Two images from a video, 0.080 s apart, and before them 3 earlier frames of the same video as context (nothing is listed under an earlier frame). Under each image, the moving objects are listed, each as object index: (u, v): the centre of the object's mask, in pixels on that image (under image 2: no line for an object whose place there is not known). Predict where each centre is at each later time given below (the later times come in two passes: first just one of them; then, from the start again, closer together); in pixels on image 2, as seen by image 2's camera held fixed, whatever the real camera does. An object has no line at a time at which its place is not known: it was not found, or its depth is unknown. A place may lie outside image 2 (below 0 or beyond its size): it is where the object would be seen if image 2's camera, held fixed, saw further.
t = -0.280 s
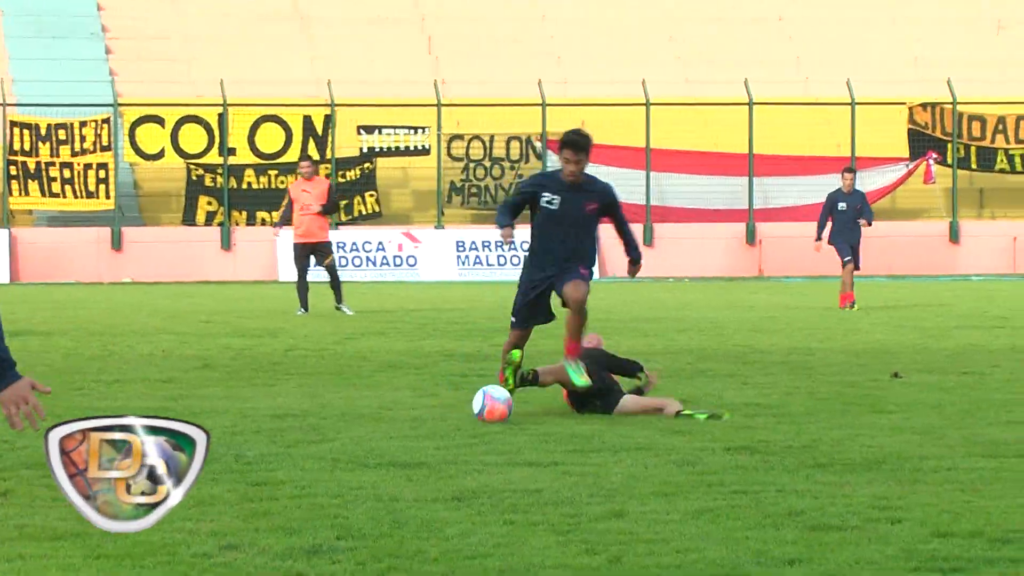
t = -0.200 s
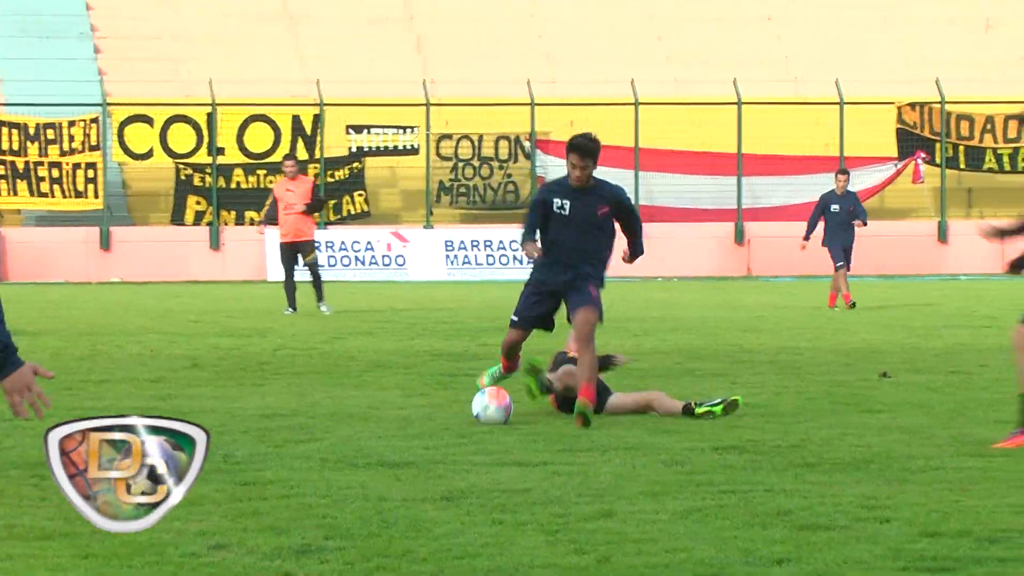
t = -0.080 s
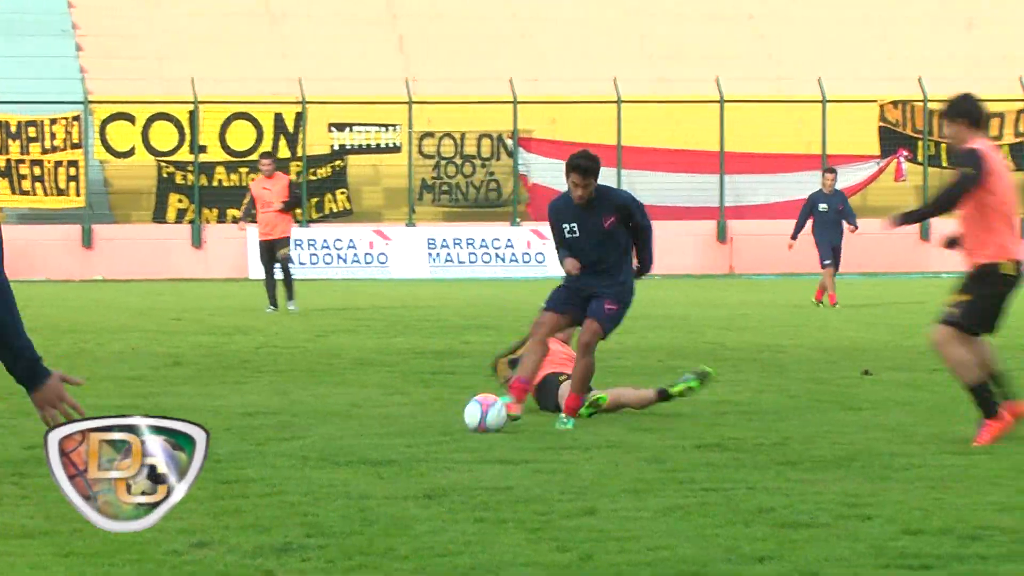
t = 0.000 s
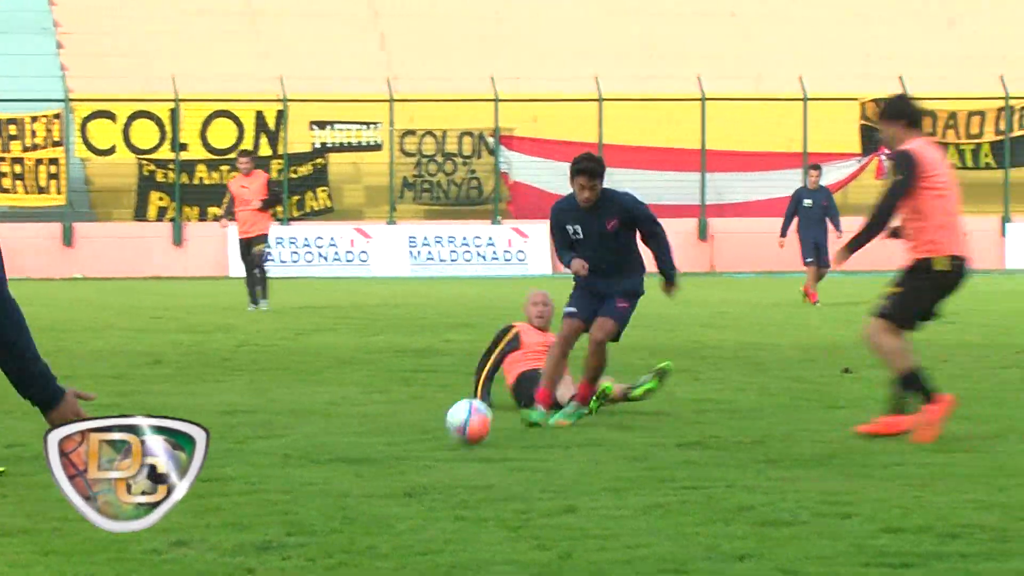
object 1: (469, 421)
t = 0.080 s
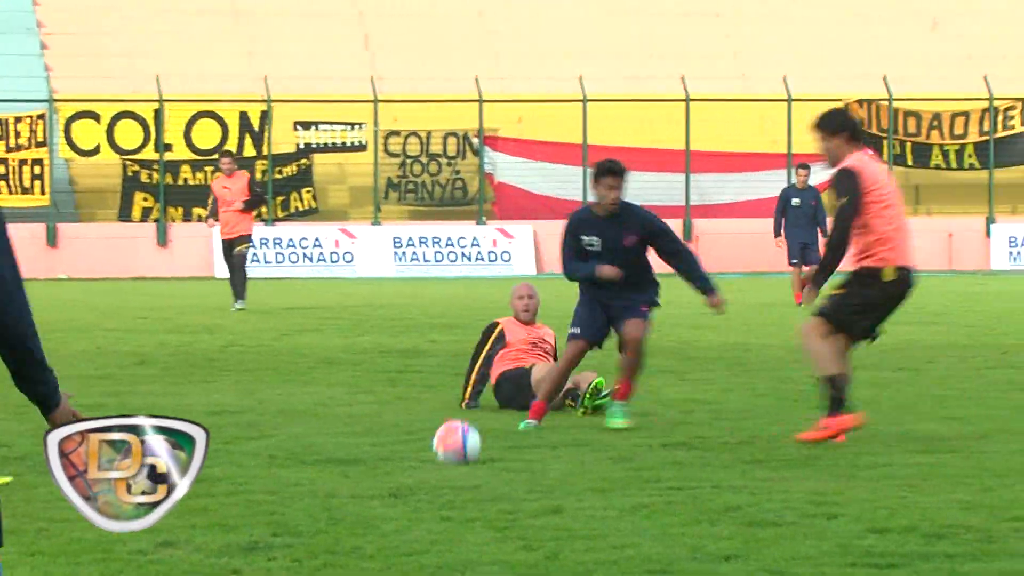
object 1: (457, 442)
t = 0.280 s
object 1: (458, 478)
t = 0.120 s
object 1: (457, 450)
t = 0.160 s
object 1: (457, 454)
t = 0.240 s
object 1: (458, 464)
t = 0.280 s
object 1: (458, 478)
